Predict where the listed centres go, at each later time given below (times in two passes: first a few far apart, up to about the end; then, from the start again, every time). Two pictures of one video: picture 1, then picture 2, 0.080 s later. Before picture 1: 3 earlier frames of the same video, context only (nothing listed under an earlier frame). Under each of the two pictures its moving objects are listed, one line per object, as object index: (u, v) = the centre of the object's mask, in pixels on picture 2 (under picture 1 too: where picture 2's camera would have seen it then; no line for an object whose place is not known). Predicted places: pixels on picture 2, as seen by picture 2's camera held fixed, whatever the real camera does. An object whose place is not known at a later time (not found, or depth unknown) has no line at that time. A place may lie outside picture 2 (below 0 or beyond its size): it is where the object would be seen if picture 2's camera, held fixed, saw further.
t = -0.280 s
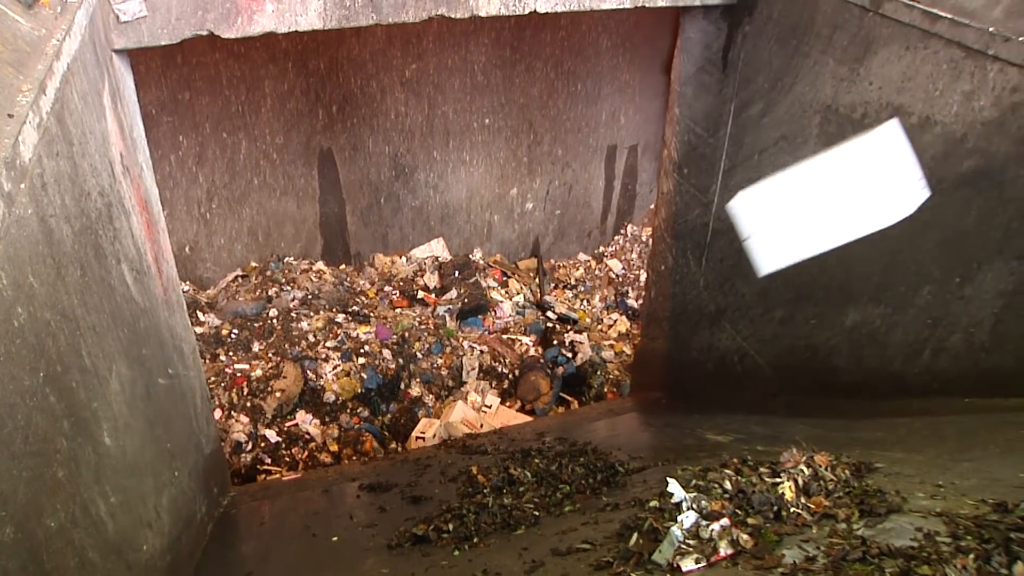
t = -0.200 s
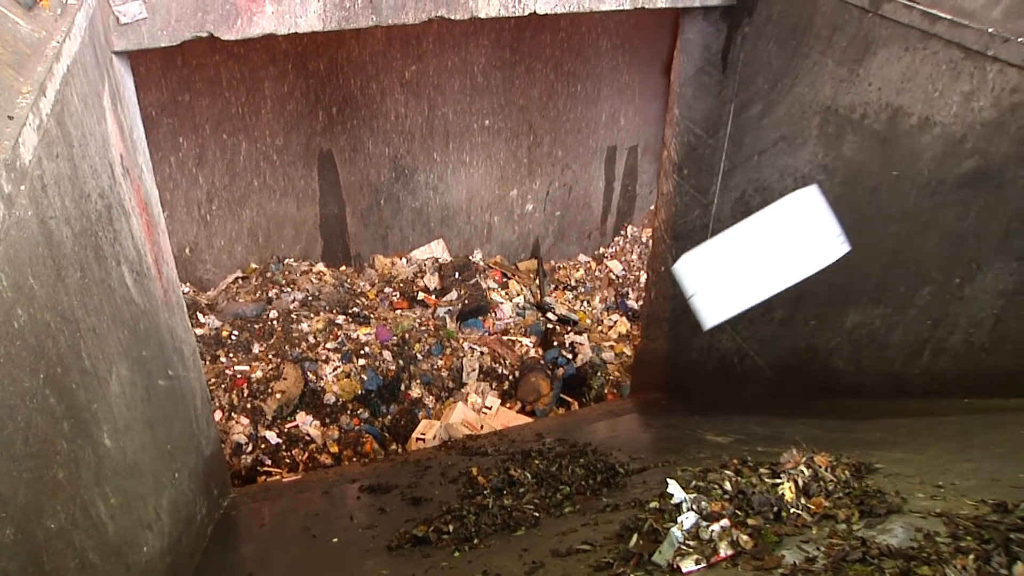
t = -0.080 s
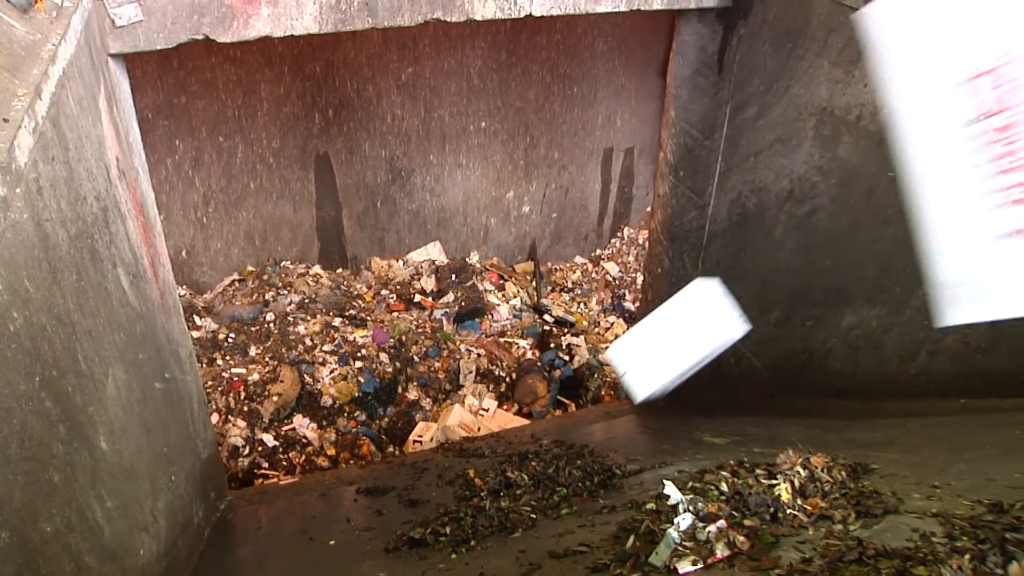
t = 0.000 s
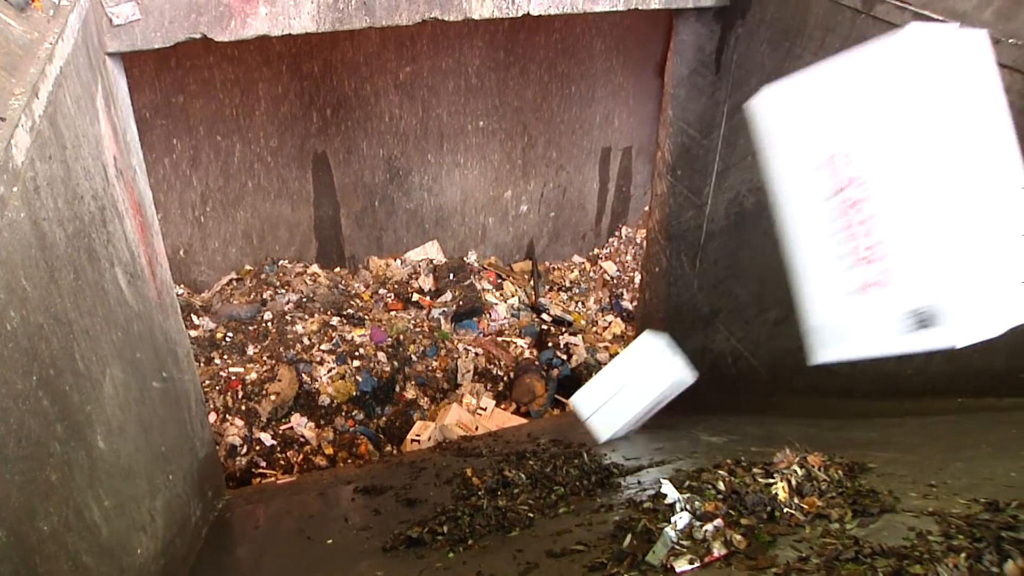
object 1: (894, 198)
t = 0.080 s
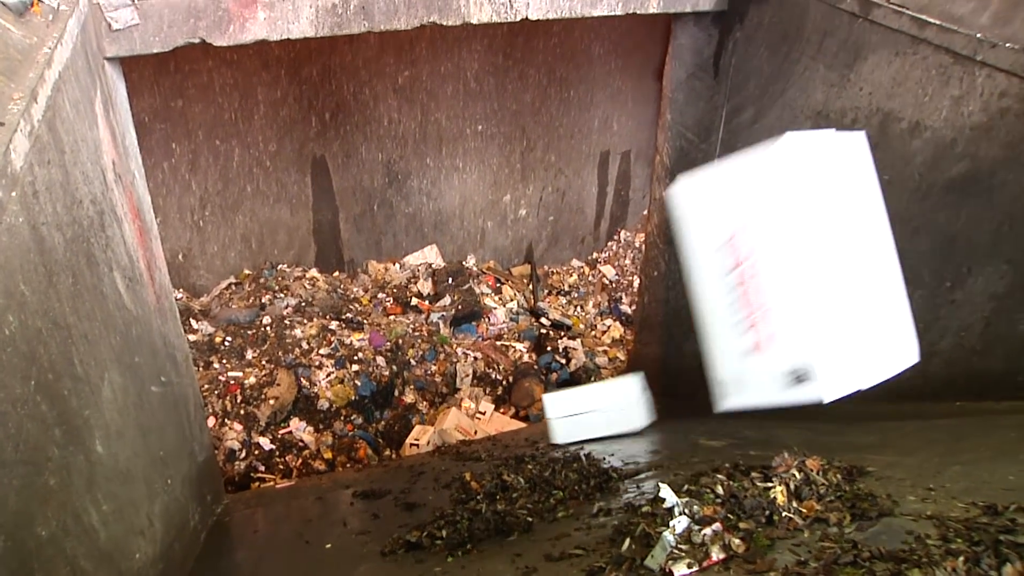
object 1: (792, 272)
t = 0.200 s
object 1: (681, 369)
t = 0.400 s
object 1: (554, 414)
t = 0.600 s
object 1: (490, 404)
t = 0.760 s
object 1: (459, 418)
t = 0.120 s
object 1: (750, 306)
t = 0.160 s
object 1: (714, 339)
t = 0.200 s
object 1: (681, 369)
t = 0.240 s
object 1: (650, 395)
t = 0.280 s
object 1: (624, 418)
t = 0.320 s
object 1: (600, 422)
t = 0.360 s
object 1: (575, 419)
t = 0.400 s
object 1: (554, 414)
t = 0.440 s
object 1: (537, 410)
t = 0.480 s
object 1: (524, 408)
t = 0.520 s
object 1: (513, 403)
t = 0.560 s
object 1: (501, 401)
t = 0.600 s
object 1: (490, 404)
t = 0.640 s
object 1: (478, 406)
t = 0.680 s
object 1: (471, 410)
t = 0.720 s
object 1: (465, 415)
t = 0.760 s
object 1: (459, 418)
